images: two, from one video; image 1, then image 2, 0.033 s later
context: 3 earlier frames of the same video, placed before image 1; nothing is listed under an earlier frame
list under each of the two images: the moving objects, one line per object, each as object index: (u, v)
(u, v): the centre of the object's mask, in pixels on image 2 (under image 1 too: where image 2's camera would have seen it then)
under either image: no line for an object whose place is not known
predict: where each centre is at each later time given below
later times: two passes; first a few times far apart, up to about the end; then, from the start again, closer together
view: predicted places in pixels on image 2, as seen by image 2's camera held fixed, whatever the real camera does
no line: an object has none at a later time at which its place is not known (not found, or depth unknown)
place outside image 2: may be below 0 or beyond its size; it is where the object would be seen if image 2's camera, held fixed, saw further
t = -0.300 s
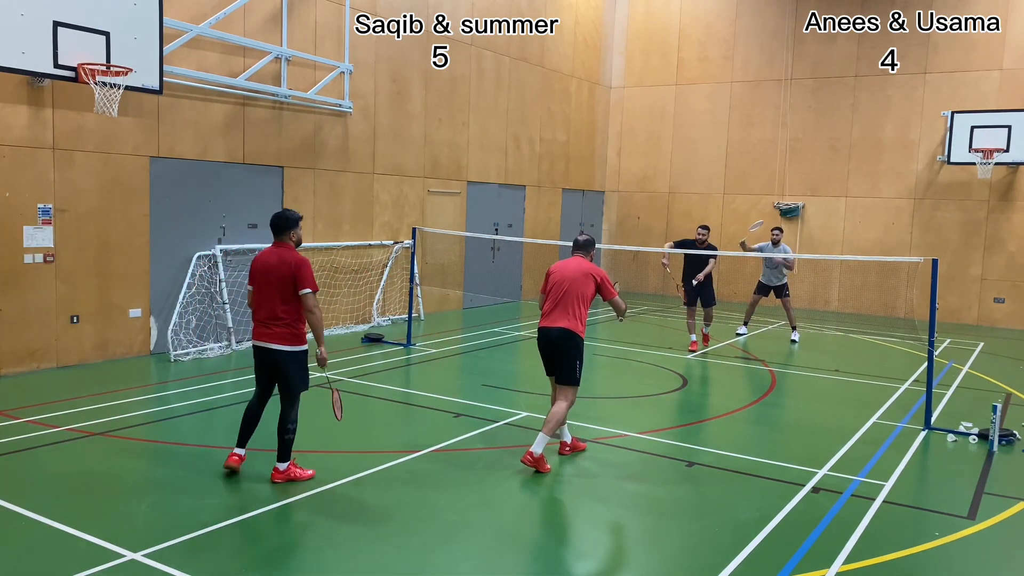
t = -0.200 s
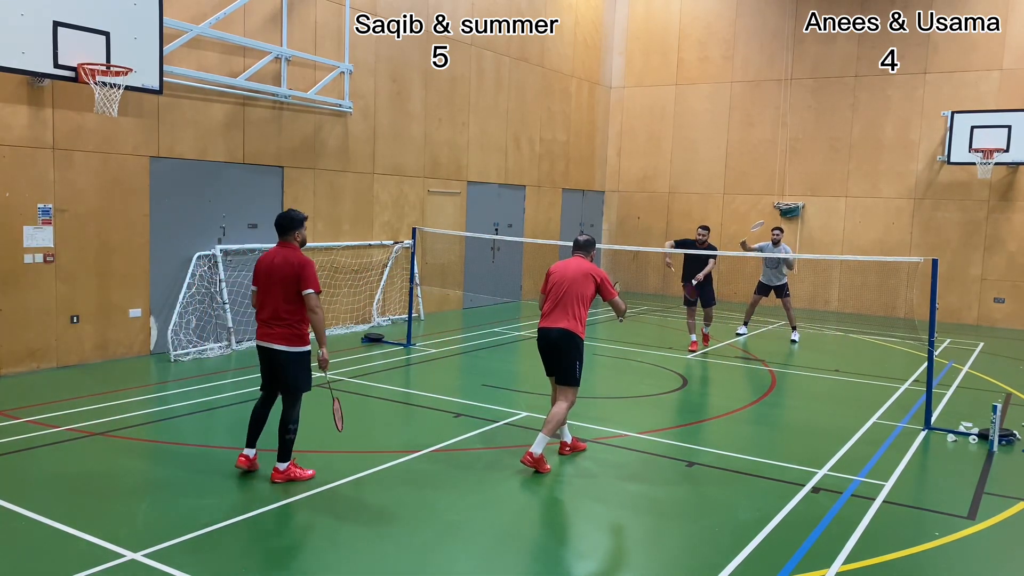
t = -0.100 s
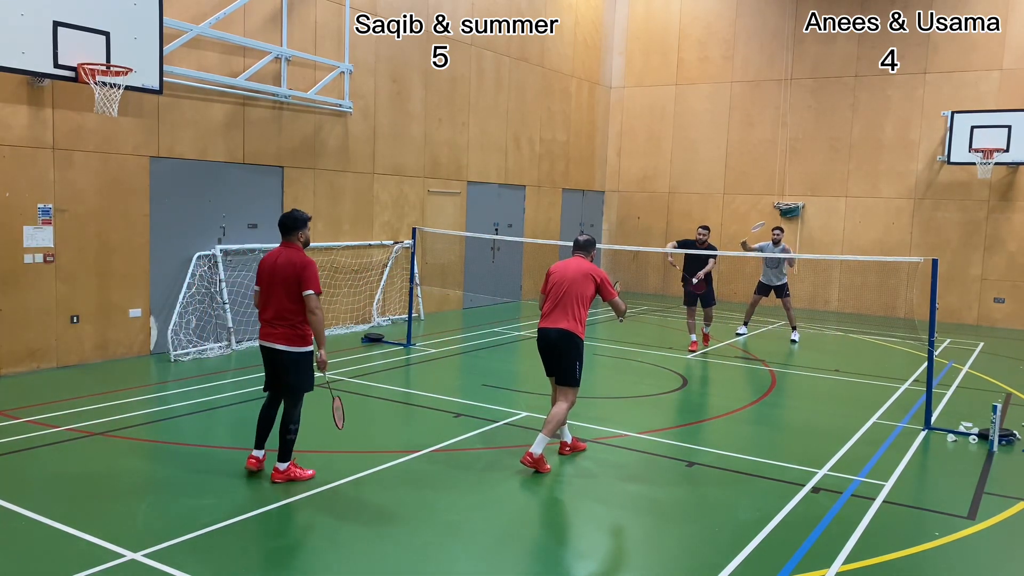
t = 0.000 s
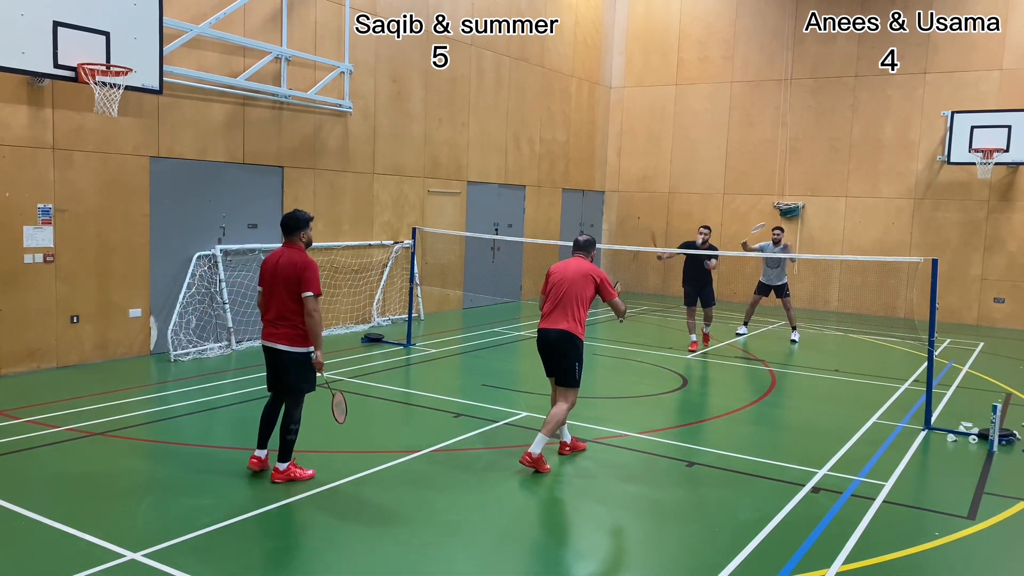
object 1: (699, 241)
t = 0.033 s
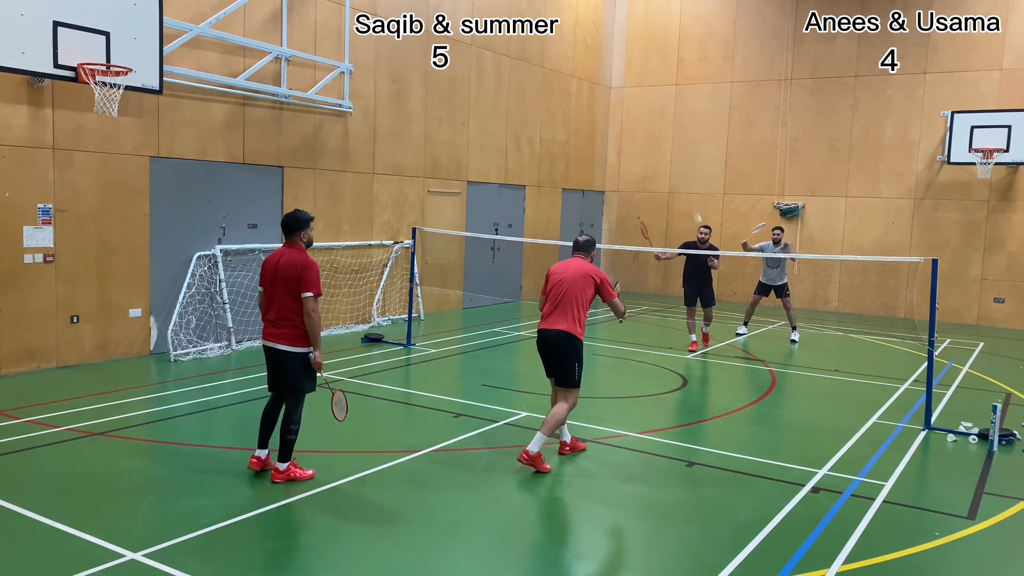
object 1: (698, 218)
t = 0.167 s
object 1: (694, 146)
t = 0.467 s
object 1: (680, 52)
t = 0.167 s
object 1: (694, 146)
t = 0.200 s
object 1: (694, 130)
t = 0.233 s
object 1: (693, 116)
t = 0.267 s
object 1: (691, 103)
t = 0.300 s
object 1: (690, 92)
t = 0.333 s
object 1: (687, 81)
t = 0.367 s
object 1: (686, 72)
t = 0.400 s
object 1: (685, 64)
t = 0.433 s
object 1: (682, 57)
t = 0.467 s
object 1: (680, 52)
